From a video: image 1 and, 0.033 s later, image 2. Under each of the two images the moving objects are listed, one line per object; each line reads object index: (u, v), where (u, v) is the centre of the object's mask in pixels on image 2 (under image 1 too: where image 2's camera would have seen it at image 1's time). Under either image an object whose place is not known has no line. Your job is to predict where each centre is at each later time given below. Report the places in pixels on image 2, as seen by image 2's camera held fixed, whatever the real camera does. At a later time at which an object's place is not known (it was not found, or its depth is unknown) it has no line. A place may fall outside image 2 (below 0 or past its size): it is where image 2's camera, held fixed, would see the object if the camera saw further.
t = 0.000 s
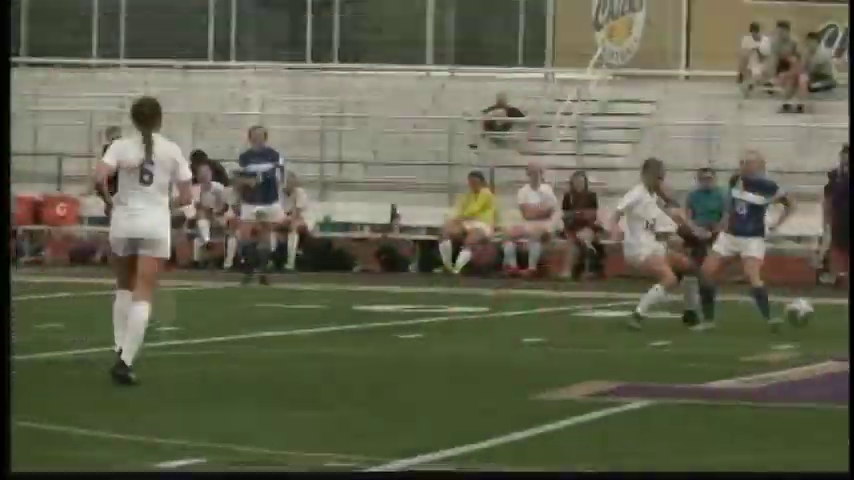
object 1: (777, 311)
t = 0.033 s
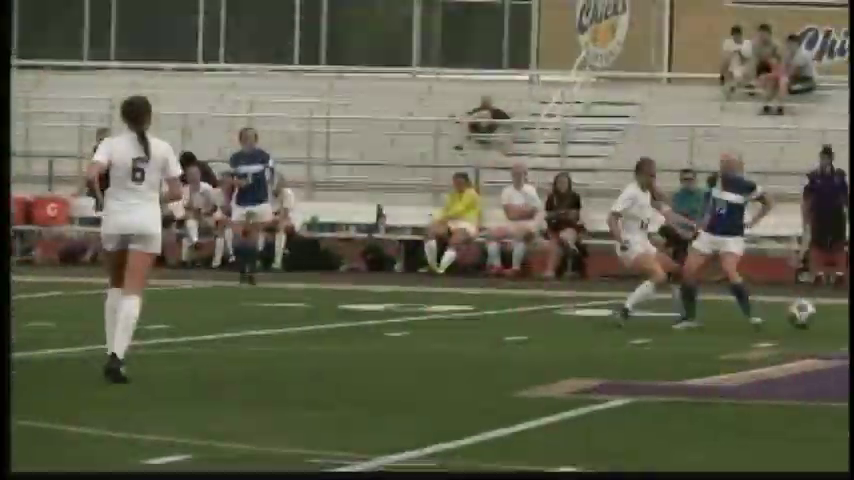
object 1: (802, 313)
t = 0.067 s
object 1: (828, 319)
